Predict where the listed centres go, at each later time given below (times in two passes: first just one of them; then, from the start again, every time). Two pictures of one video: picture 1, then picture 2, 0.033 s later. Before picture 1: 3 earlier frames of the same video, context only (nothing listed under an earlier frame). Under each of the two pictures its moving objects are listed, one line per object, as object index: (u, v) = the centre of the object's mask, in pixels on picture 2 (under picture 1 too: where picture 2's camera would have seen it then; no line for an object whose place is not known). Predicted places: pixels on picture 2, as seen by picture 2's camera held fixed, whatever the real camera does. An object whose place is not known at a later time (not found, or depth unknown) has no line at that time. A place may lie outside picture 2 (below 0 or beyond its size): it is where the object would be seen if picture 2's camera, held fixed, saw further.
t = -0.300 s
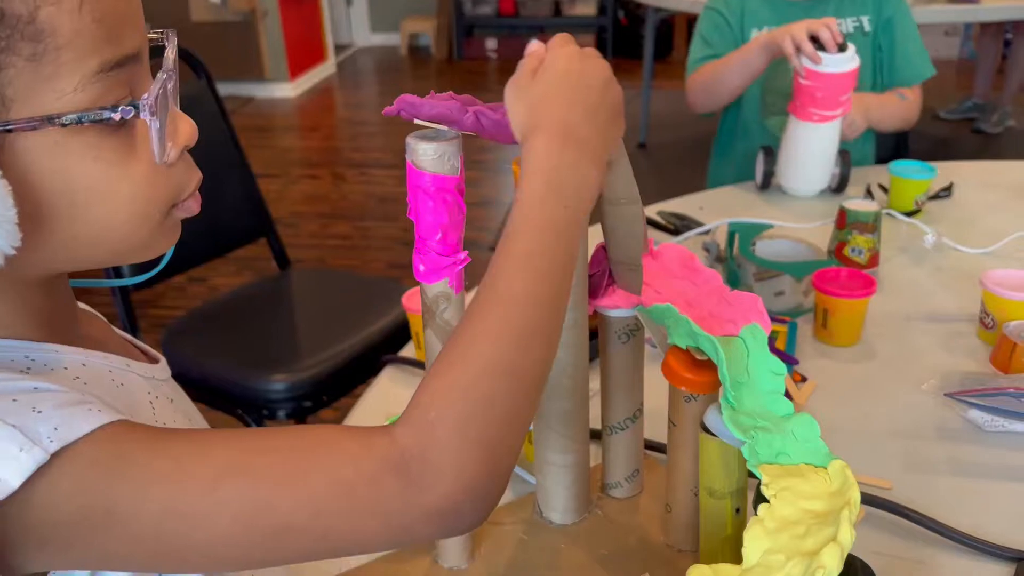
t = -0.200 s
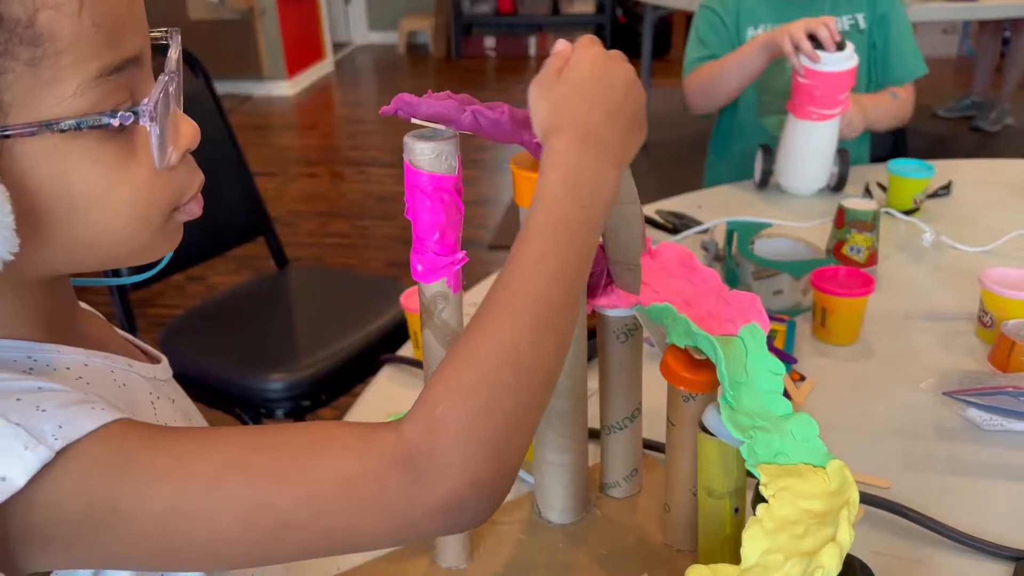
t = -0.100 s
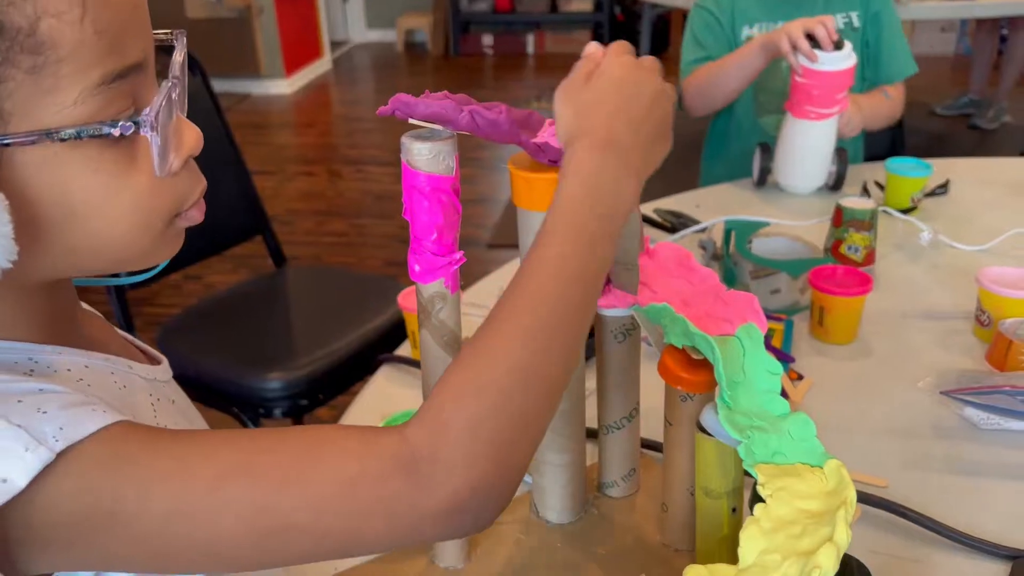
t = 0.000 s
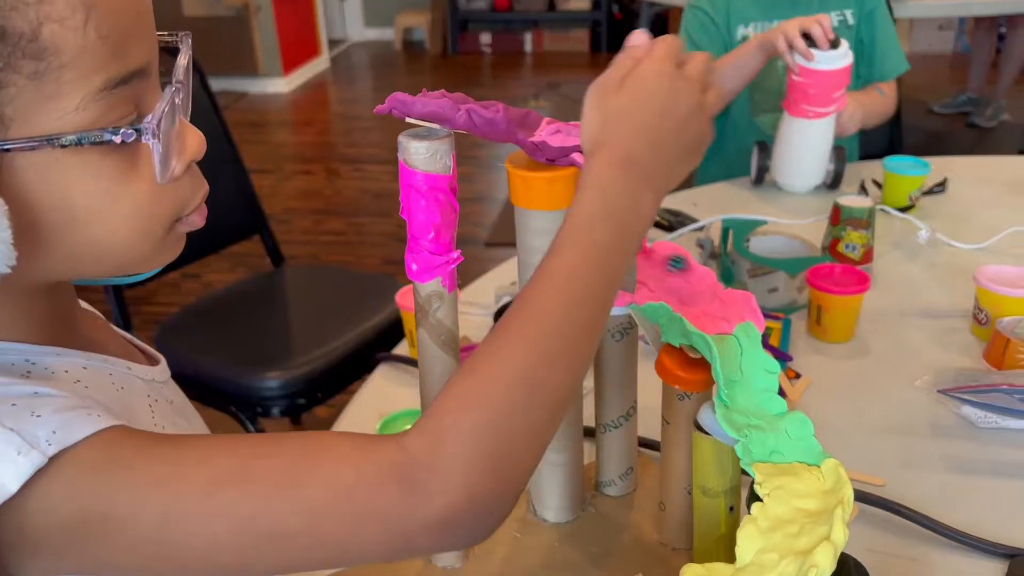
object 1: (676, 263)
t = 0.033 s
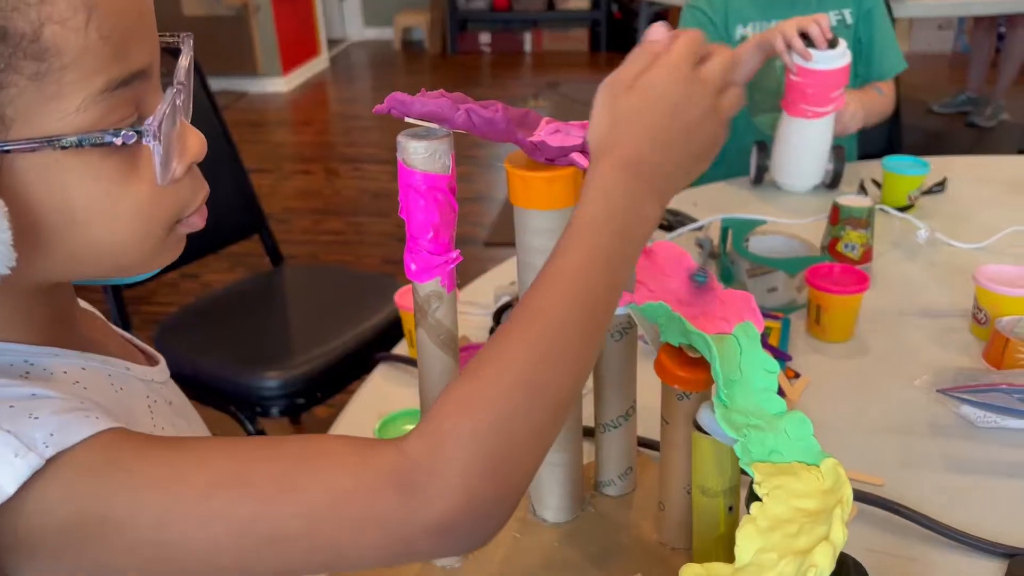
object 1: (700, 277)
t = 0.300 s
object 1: (747, 413)
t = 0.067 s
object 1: (717, 283)
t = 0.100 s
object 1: (725, 286)
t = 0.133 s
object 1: (731, 302)
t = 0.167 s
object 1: (732, 318)
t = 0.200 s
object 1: (730, 334)
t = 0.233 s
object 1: (731, 351)
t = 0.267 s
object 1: (738, 374)
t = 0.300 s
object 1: (747, 413)
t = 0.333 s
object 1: (763, 428)
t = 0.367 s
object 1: (782, 461)
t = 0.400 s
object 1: (802, 492)
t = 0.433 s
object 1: (817, 500)
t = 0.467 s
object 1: (822, 504)
